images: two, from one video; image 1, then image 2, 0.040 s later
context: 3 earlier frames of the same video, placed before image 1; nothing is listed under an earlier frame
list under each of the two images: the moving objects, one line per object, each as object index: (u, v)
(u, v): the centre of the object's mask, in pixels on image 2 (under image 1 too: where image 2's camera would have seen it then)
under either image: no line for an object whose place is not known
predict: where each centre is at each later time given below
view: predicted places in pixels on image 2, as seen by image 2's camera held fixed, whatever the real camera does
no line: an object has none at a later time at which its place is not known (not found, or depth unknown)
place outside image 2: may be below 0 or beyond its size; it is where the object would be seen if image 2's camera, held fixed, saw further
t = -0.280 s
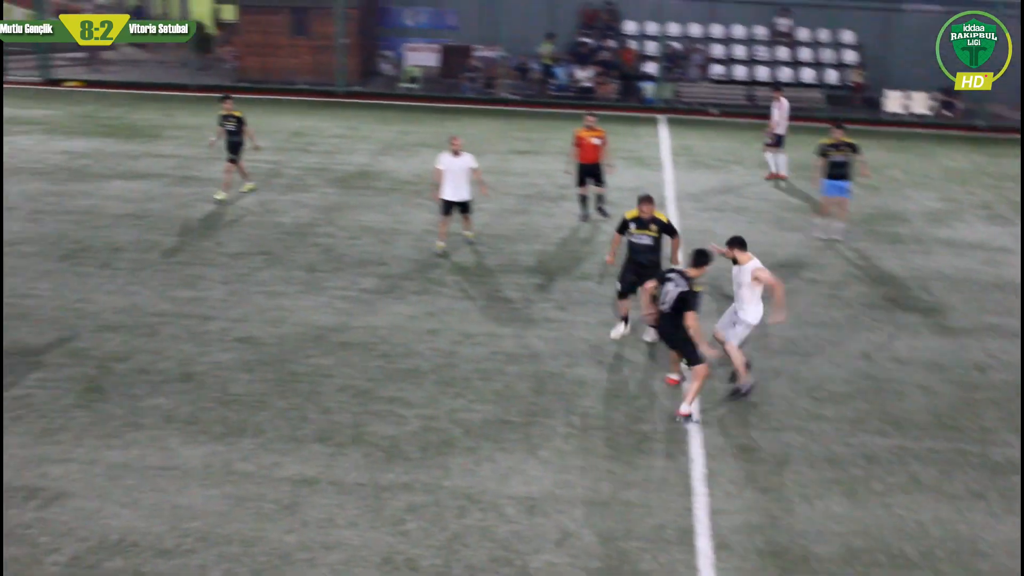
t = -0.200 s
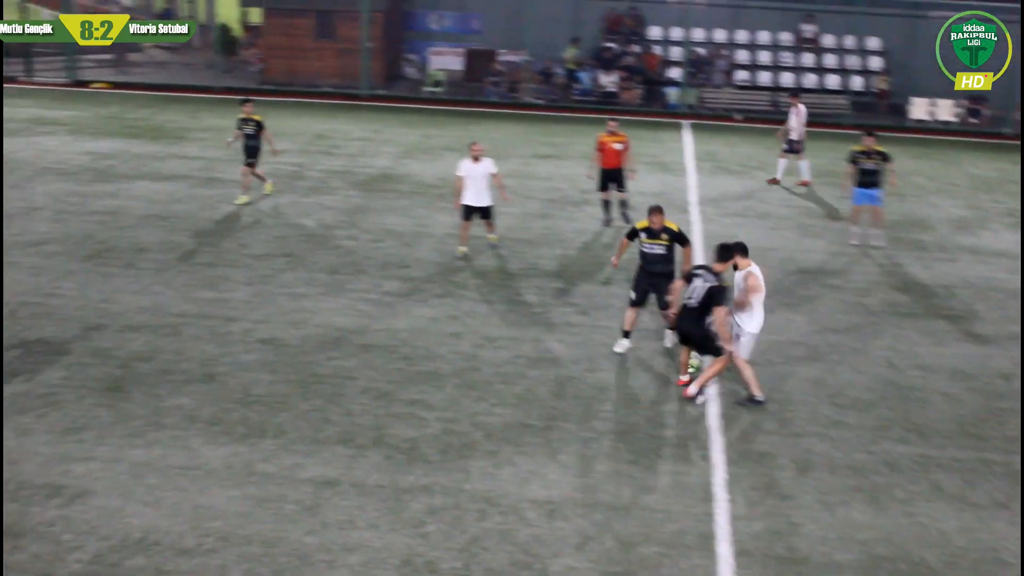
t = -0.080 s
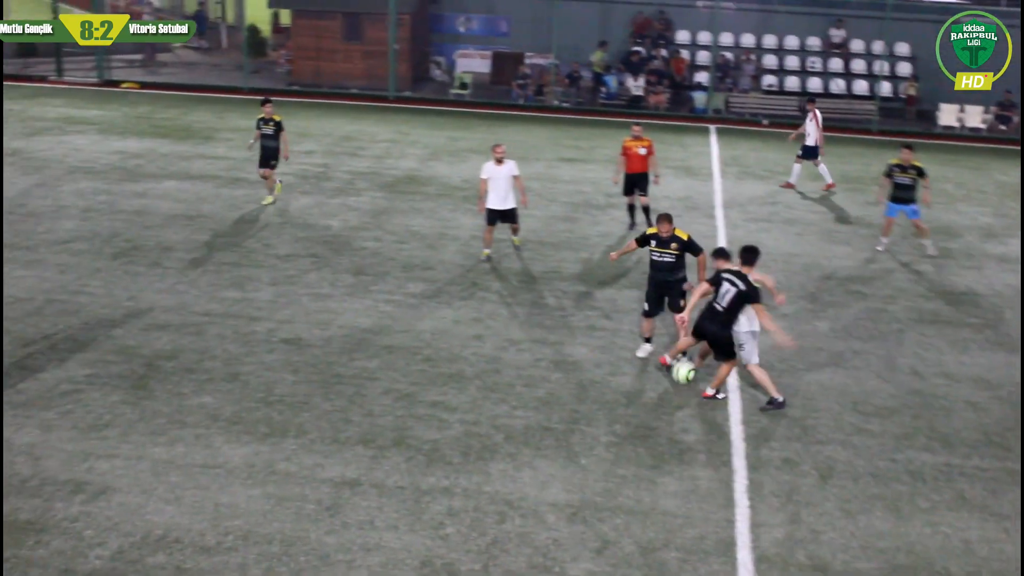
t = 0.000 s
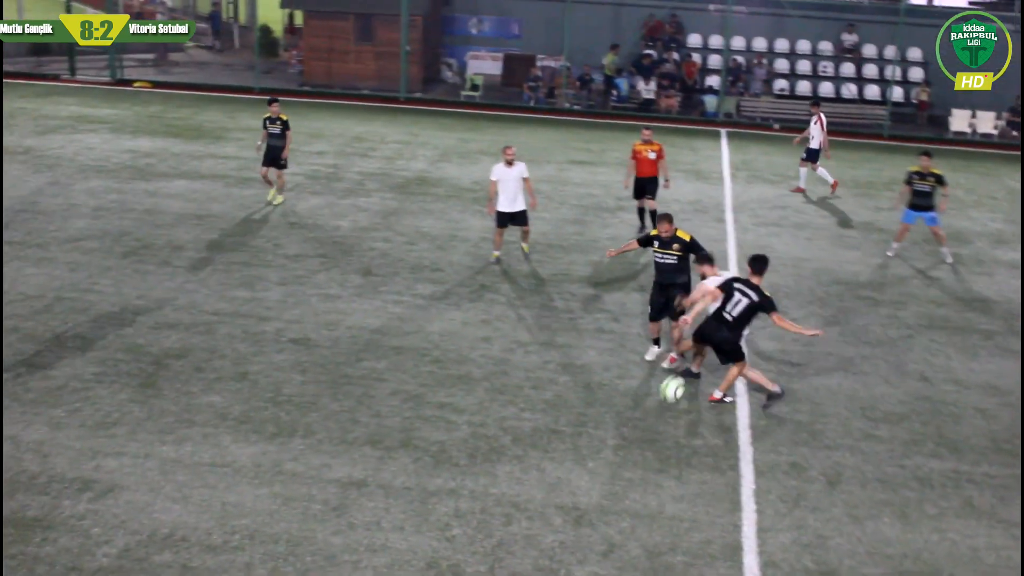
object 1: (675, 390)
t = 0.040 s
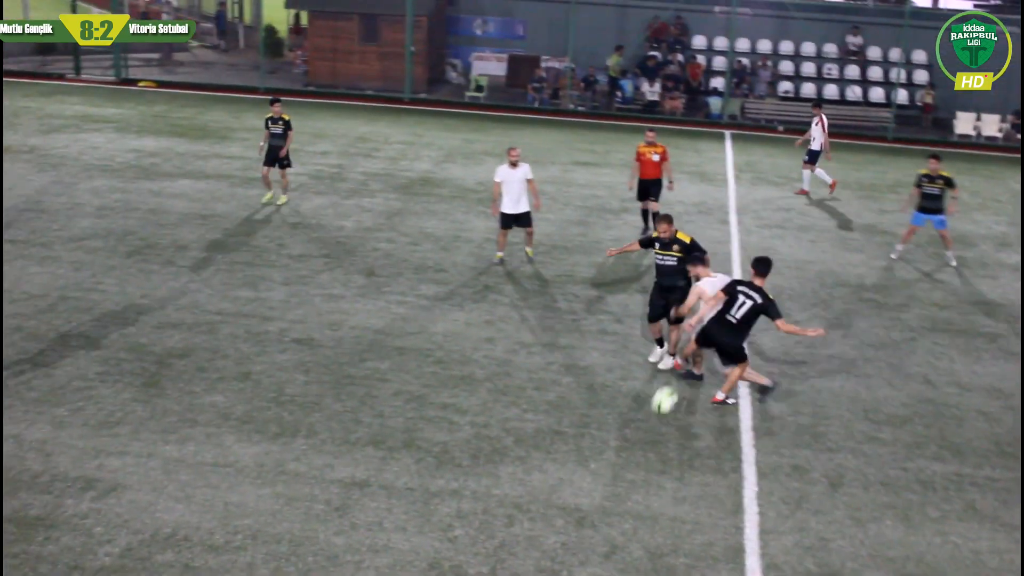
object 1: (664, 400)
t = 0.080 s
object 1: (654, 408)
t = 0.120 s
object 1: (645, 413)
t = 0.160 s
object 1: (634, 420)
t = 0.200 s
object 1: (623, 427)
